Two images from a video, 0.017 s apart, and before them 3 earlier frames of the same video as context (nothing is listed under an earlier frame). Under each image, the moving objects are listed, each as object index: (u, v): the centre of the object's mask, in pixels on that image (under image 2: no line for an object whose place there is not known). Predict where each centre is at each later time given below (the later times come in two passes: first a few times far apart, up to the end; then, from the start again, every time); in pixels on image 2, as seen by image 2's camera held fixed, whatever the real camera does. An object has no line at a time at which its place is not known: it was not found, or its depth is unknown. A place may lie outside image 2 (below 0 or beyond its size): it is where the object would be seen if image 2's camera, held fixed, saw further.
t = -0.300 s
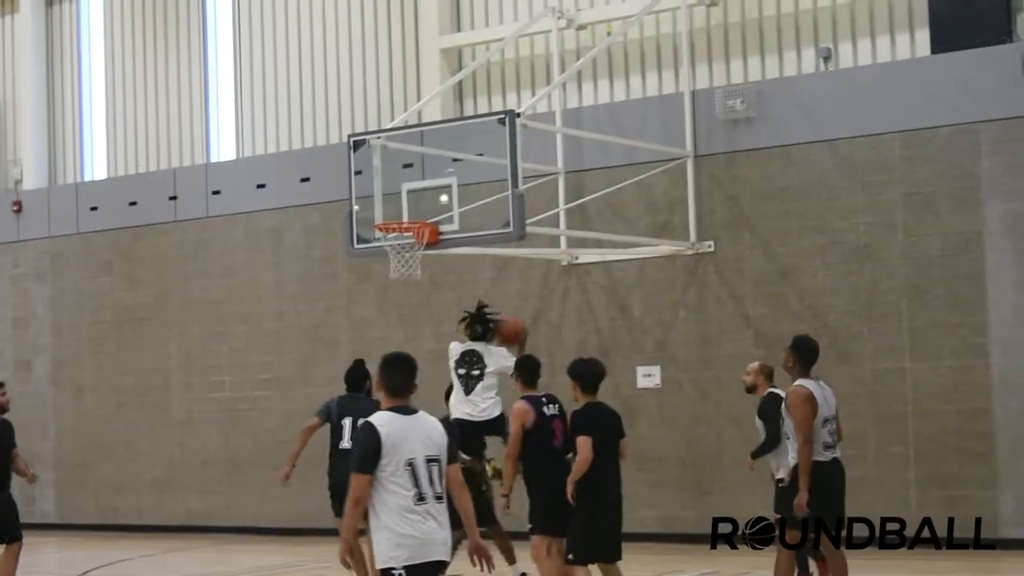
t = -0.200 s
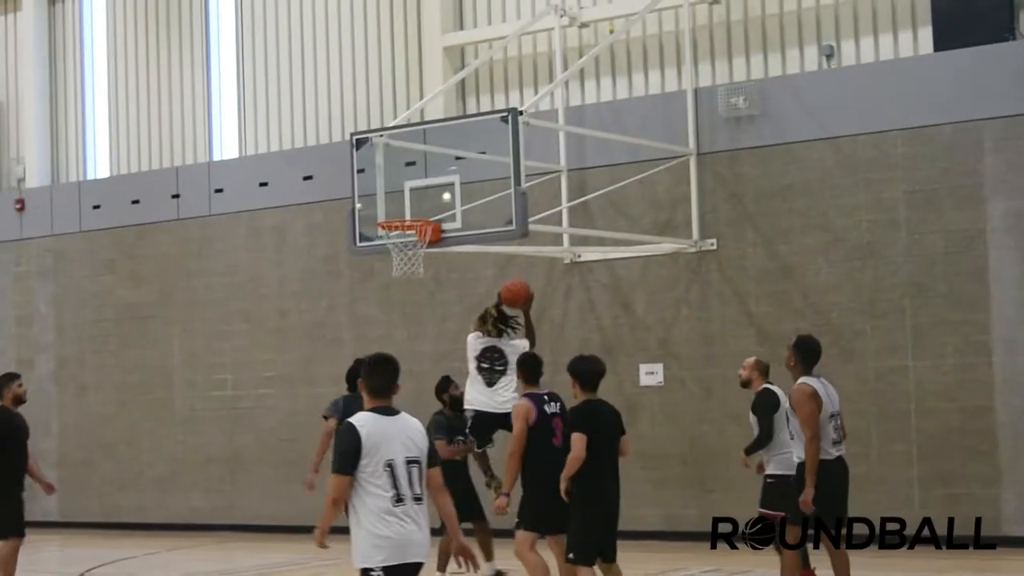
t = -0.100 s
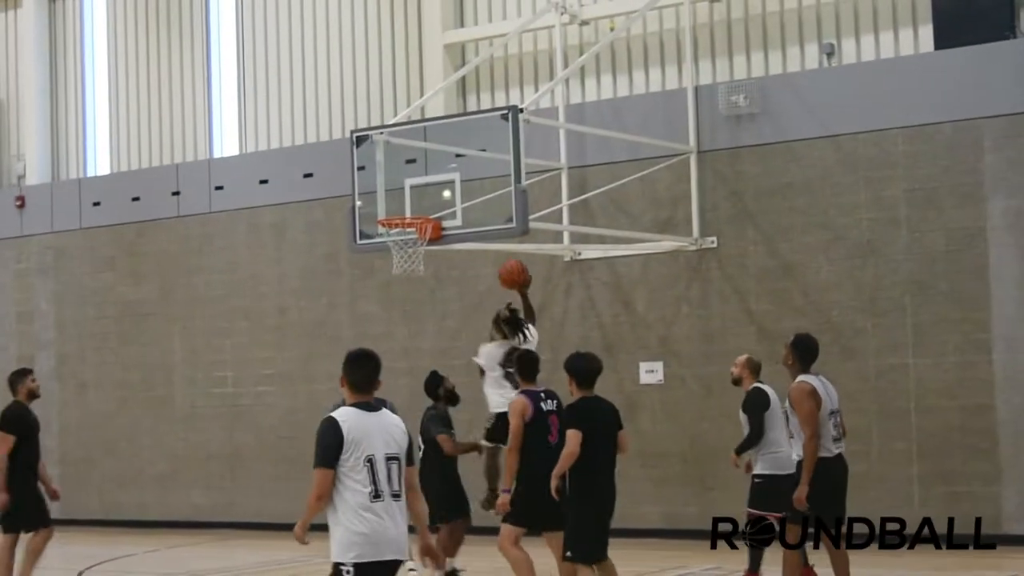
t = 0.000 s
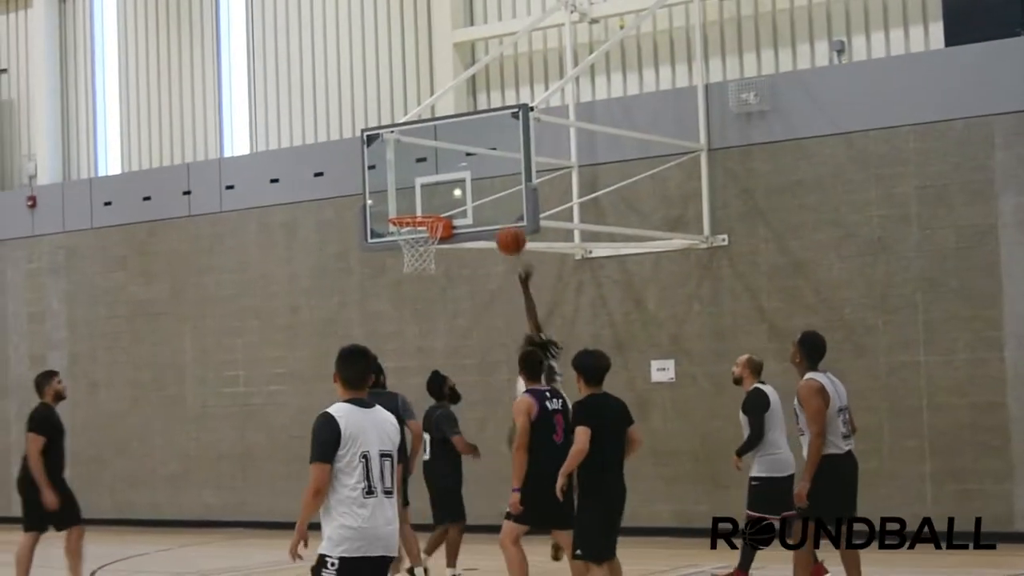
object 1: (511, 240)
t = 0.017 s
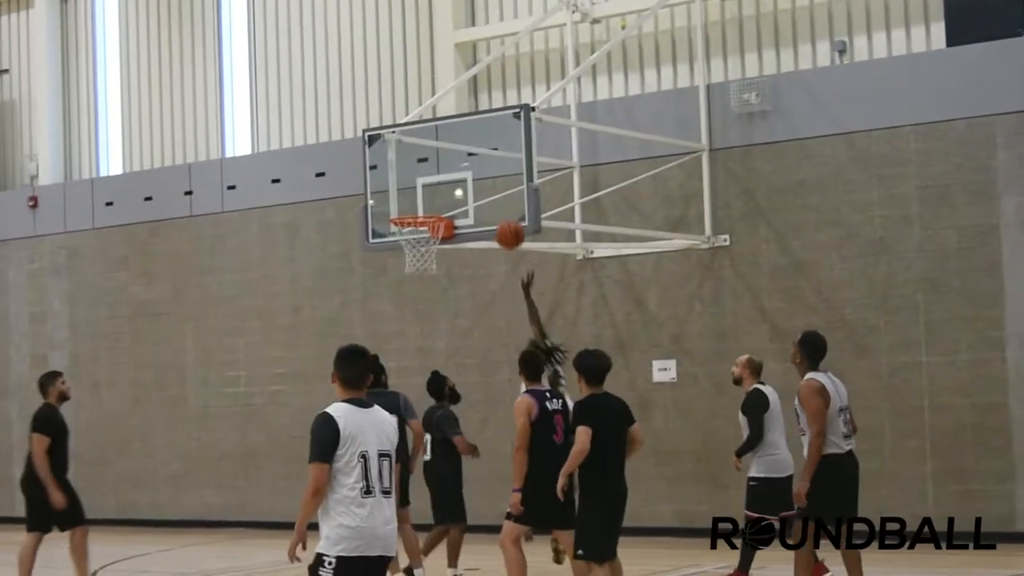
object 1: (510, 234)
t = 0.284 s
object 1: (474, 189)
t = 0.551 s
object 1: (420, 206)
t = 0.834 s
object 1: (432, 246)
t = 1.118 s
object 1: (446, 312)
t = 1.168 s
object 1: (449, 333)
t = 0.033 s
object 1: (507, 229)
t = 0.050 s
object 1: (505, 223)
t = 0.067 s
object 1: (502, 219)
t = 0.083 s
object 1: (500, 214)
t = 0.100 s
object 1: (498, 210)
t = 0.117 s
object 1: (496, 207)
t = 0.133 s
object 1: (493, 204)
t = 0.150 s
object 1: (491, 201)
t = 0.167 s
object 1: (489, 197)
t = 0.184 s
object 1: (487, 196)
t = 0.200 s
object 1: (485, 194)
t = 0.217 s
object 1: (482, 192)
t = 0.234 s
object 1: (480, 191)
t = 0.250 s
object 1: (478, 190)
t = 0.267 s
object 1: (476, 190)
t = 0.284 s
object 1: (474, 189)
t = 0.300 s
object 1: (472, 189)
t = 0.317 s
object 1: (470, 190)
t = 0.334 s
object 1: (469, 190)
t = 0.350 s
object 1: (466, 191)
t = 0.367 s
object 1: (461, 193)
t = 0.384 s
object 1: (457, 194)
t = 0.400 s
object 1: (453, 196)
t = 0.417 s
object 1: (448, 199)
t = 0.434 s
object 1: (444, 201)
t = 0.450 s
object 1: (439, 203)
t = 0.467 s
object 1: (436, 204)
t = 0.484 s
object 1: (433, 204)
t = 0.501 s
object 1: (430, 205)
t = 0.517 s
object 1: (426, 205)
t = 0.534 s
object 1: (423, 205)
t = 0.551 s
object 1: (420, 206)
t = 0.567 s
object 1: (417, 208)
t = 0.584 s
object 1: (414, 208)
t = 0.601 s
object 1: (410, 209)
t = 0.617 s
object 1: (406, 211)
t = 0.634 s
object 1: (405, 221)
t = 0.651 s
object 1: (406, 221)
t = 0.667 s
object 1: (407, 222)
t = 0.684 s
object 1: (410, 223)
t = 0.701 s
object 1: (413, 225)
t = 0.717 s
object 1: (414, 228)
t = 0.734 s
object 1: (418, 228)
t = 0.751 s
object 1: (419, 233)
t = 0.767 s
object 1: (422, 235)
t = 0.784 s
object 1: (426, 234)
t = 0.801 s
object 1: (429, 236)
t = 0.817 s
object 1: (430, 240)
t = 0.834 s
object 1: (432, 246)
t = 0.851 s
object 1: (435, 249)
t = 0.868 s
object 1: (436, 250)
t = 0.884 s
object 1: (437, 252)
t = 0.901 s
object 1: (437, 253)
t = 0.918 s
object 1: (438, 259)
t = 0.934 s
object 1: (440, 264)
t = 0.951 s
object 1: (440, 266)
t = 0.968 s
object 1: (440, 268)
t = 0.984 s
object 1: (441, 271)
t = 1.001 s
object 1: (441, 274)
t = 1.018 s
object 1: (443, 278)
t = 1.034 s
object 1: (443, 284)
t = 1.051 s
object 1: (444, 288)
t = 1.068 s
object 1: (444, 294)
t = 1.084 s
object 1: (445, 300)
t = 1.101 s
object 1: (446, 305)
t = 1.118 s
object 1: (446, 312)
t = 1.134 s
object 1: (447, 319)
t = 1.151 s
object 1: (448, 326)
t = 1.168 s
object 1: (449, 333)
